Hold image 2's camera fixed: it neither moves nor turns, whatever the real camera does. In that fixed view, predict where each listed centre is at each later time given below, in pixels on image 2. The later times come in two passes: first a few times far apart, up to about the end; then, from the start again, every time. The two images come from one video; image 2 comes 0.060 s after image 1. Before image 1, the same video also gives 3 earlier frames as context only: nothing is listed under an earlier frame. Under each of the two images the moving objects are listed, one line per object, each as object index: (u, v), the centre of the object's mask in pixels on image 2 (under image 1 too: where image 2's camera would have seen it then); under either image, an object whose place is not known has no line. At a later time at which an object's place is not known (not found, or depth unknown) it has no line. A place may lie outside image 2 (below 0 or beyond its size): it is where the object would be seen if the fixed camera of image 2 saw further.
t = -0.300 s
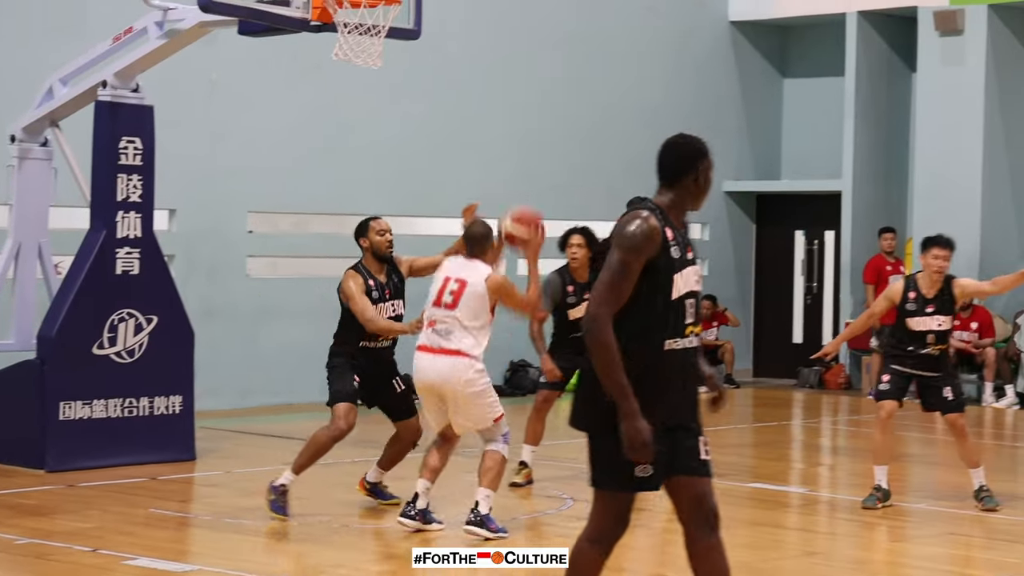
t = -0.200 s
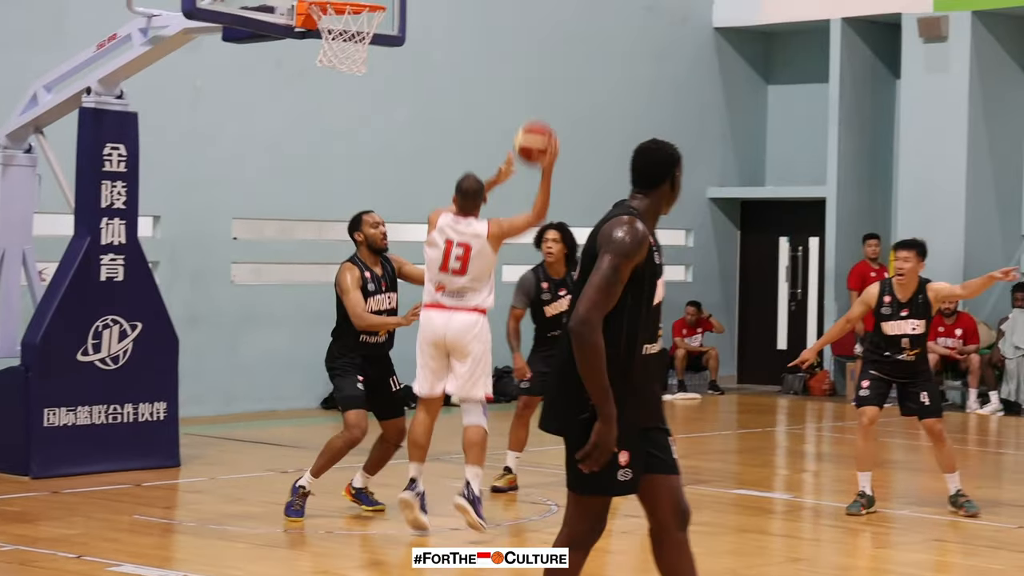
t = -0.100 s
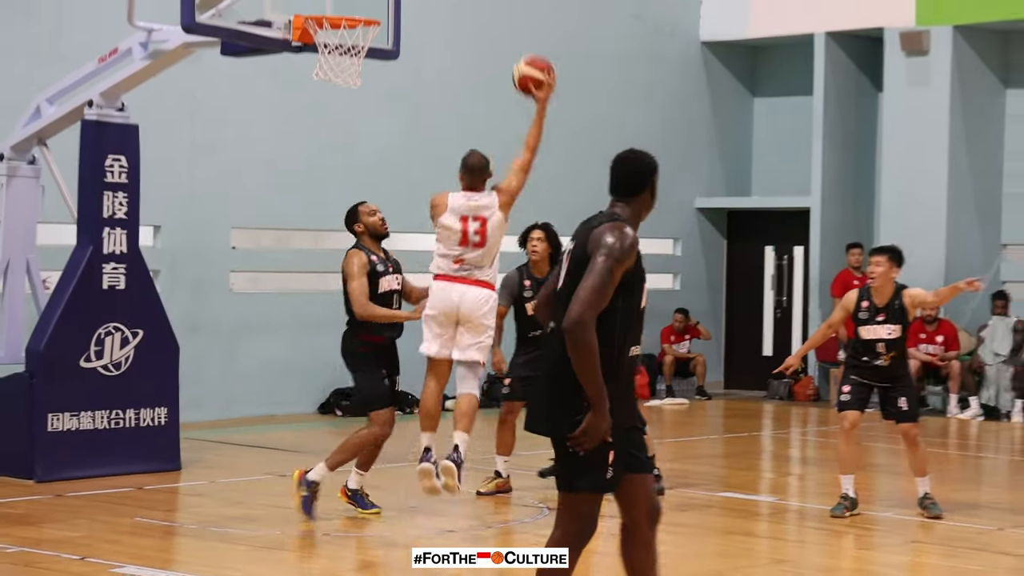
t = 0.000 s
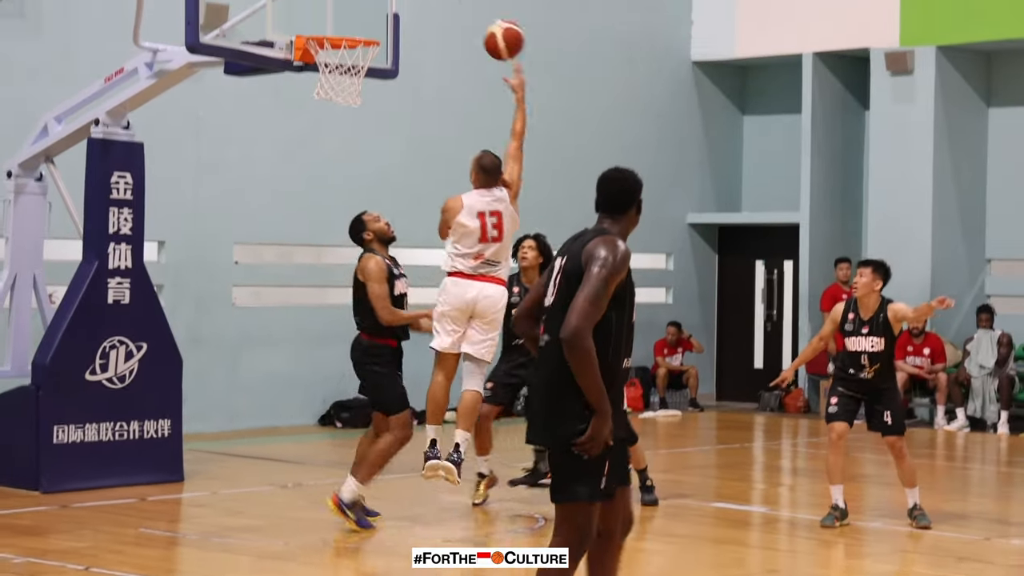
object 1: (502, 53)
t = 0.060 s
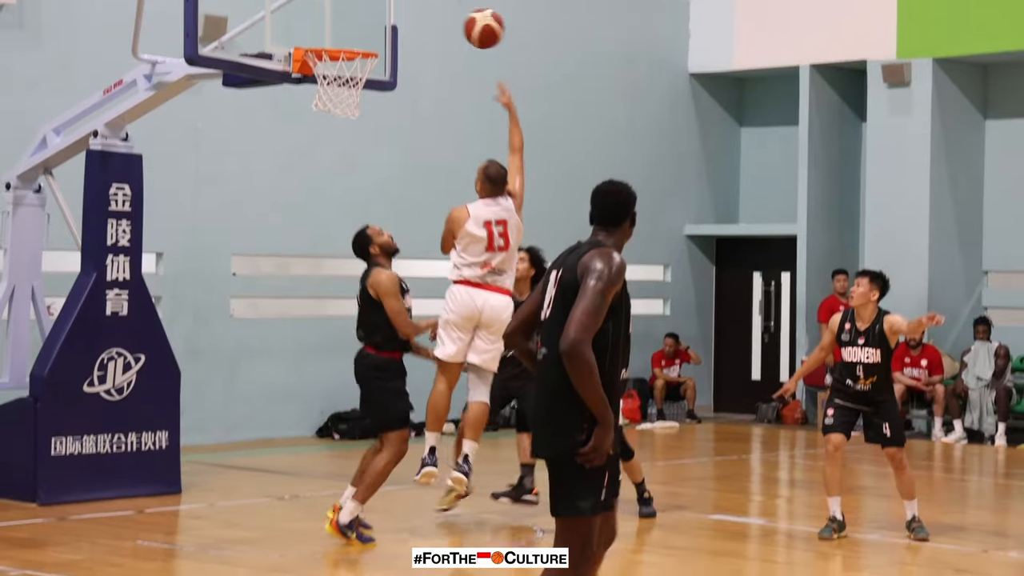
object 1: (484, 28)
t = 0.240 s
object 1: (432, -6)
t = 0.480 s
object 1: (368, 29)
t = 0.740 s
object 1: (322, 100)
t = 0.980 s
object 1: (301, 198)
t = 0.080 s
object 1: (478, 21)
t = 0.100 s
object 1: (472, 16)
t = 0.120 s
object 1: (466, 10)
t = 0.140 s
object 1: (461, 5)
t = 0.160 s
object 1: (455, 2)
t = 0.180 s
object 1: (449, -1)
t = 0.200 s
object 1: (444, -4)
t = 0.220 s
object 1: (438, -5)
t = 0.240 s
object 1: (432, -6)
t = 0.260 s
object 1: (427, -7)
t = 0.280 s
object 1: (421, -7)
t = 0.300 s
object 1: (416, -6)
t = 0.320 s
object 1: (410, -4)
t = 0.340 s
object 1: (405, -3)
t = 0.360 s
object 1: (400, 0)
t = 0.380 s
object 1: (395, 4)
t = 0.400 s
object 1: (389, 7)
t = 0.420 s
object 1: (384, 11)
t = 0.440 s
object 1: (379, 16)
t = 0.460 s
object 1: (373, 22)
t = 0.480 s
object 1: (368, 29)
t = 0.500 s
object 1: (363, 34)
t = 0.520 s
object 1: (358, 38)
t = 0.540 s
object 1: (353, 49)
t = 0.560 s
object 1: (347, 60)
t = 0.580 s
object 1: (341, 70)
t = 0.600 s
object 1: (338, 76)
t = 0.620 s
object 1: (336, 81)
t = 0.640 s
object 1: (332, 84)
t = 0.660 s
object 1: (331, 86)
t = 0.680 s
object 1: (329, 92)
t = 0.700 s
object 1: (327, 95)
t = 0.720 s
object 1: (324, 95)
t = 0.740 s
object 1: (322, 100)
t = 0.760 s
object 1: (321, 105)
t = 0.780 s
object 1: (319, 110)
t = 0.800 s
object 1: (317, 116)
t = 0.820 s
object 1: (315, 123)
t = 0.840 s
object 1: (314, 130)
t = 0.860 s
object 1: (312, 138)
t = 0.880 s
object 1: (310, 147)
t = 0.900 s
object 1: (309, 155)
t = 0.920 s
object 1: (306, 165)
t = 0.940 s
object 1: (305, 176)
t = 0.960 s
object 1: (303, 186)
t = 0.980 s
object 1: (301, 198)
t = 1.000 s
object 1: (299, 210)
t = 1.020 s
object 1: (297, 223)
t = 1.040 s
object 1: (296, 235)
